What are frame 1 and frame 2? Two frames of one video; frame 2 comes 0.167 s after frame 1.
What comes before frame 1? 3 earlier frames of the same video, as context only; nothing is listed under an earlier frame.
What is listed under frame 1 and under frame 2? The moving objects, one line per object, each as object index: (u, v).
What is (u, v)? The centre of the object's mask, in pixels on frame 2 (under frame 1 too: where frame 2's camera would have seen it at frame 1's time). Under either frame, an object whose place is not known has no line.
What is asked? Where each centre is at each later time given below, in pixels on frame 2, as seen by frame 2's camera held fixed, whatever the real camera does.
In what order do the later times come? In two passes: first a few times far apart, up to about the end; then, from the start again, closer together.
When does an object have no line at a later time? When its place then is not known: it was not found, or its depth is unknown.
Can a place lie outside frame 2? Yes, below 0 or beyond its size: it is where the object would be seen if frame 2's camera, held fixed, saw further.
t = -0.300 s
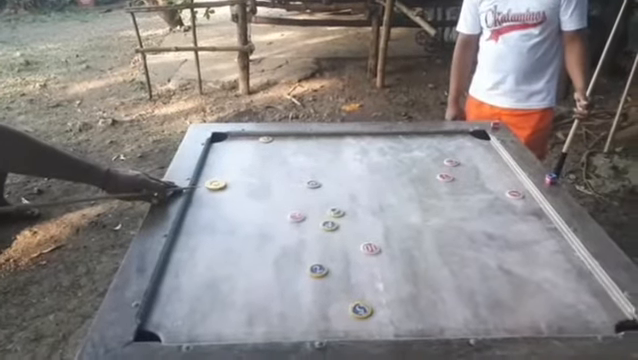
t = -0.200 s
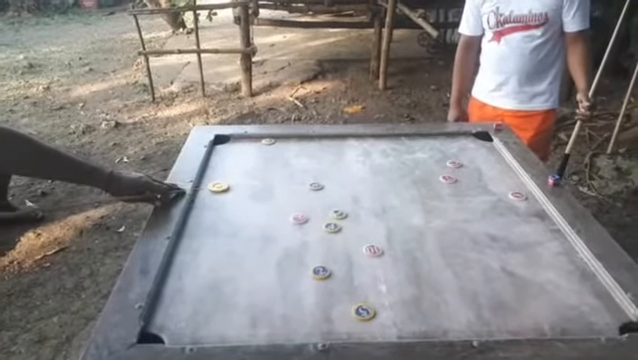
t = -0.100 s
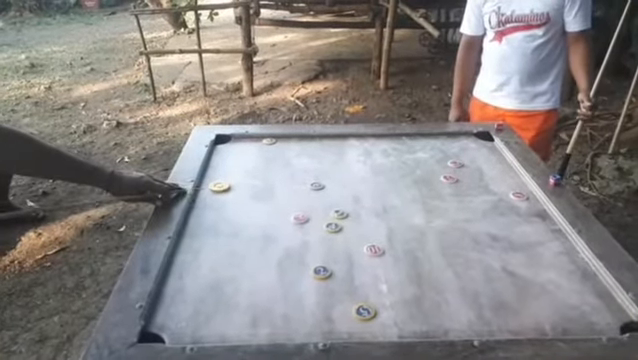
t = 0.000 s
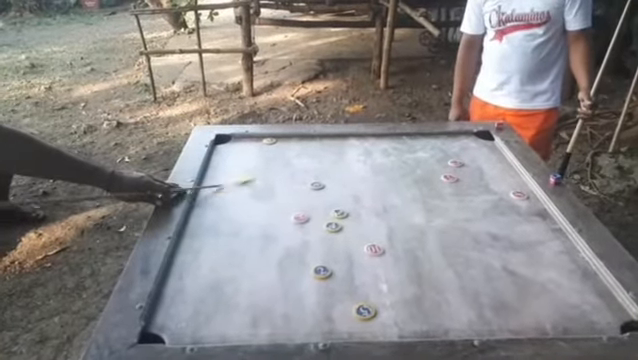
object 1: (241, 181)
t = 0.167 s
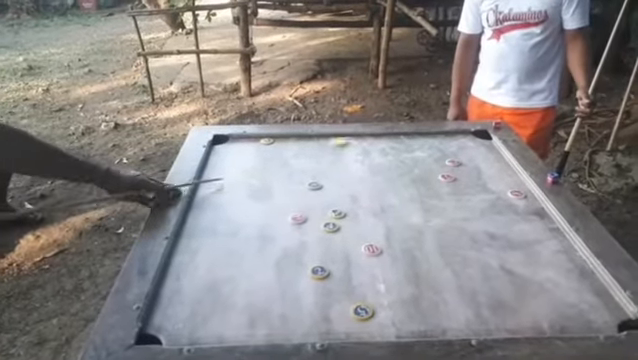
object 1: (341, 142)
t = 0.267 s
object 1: (376, 149)
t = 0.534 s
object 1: (460, 172)
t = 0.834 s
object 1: (515, 183)
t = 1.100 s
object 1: (513, 186)
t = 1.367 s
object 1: (513, 186)
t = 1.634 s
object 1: (513, 186)
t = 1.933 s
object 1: (513, 186)
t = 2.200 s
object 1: (513, 185)
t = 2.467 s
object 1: (512, 185)
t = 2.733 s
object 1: (512, 185)
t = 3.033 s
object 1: (512, 185)
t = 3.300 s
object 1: (512, 185)
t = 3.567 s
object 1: (512, 186)
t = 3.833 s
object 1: (512, 185)
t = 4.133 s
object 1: (512, 186)
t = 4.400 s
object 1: (512, 186)
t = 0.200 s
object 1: (351, 141)
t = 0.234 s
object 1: (365, 146)
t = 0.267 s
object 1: (376, 149)
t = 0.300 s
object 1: (384, 151)
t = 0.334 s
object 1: (398, 155)
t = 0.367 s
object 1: (410, 159)
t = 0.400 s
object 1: (417, 162)
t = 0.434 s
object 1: (432, 167)
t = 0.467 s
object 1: (443, 170)
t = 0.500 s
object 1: (452, 171)
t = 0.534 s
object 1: (460, 172)
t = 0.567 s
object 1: (468, 174)
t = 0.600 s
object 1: (475, 175)
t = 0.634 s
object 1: (482, 177)
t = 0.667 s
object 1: (488, 178)
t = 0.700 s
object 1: (495, 180)
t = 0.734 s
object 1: (502, 181)
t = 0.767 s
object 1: (507, 181)
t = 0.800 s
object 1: (512, 183)
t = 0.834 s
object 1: (515, 183)
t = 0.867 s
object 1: (514, 184)
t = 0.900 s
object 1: (513, 185)
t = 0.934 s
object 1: (513, 185)
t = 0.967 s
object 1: (513, 185)
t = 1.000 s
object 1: (513, 185)
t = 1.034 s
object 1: (513, 186)
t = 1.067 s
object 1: (513, 186)
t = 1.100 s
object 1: (513, 186)
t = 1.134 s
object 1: (513, 186)
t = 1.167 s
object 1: (513, 186)
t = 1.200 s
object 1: (513, 186)
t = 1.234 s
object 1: (513, 186)
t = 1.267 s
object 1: (513, 186)
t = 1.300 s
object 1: (513, 186)
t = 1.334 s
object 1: (513, 186)
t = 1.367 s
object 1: (513, 186)
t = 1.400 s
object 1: (513, 186)
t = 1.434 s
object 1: (514, 186)
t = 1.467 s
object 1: (513, 186)
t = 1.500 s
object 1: (513, 186)
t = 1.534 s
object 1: (513, 186)
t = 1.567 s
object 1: (513, 186)
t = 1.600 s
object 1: (514, 186)
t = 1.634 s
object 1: (513, 186)
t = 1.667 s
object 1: (513, 186)
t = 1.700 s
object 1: (513, 186)
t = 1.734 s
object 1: (513, 186)
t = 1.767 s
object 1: (513, 186)
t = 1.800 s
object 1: (513, 186)
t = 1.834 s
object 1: (513, 186)
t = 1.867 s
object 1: (513, 186)
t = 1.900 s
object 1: (513, 186)
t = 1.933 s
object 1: (513, 186)
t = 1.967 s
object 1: (512, 185)
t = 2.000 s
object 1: (512, 185)
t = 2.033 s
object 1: (512, 185)
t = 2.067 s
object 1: (512, 185)
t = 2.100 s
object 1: (512, 185)
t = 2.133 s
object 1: (512, 186)
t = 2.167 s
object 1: (513, 185)
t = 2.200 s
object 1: (513, 185)
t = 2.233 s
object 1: (513, 186)
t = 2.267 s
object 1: (513, 185)
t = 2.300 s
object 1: (512, 185)
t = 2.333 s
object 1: (513, 185)
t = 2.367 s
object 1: (512, 185)
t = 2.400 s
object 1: (512, 185)
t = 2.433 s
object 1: (512, 185)
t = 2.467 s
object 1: (512, 185)
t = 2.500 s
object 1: (512, 186)
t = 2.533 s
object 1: (512, 185)
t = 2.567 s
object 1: (512, 185)
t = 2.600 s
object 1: (512, 185)
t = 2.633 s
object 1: (512, 185)
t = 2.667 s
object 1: (512, 185)
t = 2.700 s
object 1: (512, 185)
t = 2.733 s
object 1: (512, 185)
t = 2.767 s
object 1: (512, 185)
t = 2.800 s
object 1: (512, 185)
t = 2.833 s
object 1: (512, 185)
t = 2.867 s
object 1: (512, 185)
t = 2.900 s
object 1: (512, 185)
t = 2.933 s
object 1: (512, 185)
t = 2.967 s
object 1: (512, 185)
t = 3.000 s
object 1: (512, 185)
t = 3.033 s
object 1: (512, 185)
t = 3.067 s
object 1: (512, 185)
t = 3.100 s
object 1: (512, 185)
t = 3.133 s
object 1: (512, 185)
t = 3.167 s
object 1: (512, 185)
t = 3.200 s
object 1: (511, 185)
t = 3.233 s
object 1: (512, 185)
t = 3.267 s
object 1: (512, 186)
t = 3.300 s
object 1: (512, 185)
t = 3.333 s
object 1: (512, 185)
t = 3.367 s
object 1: (512, 186)
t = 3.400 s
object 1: (512, 185)
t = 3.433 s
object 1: (512, 186)
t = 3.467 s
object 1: (512, 186)
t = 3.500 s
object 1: (512, 186)
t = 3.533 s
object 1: (512, 186)
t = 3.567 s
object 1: (512, 186)
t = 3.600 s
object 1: (512, 185)
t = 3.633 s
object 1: (512, 186)
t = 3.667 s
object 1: (512, 186)
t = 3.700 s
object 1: (512, 186)
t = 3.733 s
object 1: (512, 186)
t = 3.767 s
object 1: (512, 186)
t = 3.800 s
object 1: (512, 186)
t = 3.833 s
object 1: (512, 185)
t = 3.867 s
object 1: (512, 185)
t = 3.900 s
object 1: (512, 185)
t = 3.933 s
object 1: (512, 186)
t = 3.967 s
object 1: (512, 186)
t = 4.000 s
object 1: (512, 186)
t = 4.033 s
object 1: (512, 186)
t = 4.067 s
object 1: (512, 185)
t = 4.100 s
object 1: (512, 185)
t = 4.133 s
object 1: (512, 186)
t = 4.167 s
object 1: (512, 186)
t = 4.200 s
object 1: (512, 186)
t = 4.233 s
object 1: (512, 185)
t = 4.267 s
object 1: (513, 186)
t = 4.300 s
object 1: (513, 186)
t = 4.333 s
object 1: (512, 186)
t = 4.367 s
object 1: (512, 186)
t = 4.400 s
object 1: (512, 186)
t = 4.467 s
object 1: (512, 186)
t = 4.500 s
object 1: (512, 186)
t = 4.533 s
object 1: (513, 186)
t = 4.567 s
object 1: (512, 186)
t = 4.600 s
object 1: (512, 186)
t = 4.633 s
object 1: (513, 186)
